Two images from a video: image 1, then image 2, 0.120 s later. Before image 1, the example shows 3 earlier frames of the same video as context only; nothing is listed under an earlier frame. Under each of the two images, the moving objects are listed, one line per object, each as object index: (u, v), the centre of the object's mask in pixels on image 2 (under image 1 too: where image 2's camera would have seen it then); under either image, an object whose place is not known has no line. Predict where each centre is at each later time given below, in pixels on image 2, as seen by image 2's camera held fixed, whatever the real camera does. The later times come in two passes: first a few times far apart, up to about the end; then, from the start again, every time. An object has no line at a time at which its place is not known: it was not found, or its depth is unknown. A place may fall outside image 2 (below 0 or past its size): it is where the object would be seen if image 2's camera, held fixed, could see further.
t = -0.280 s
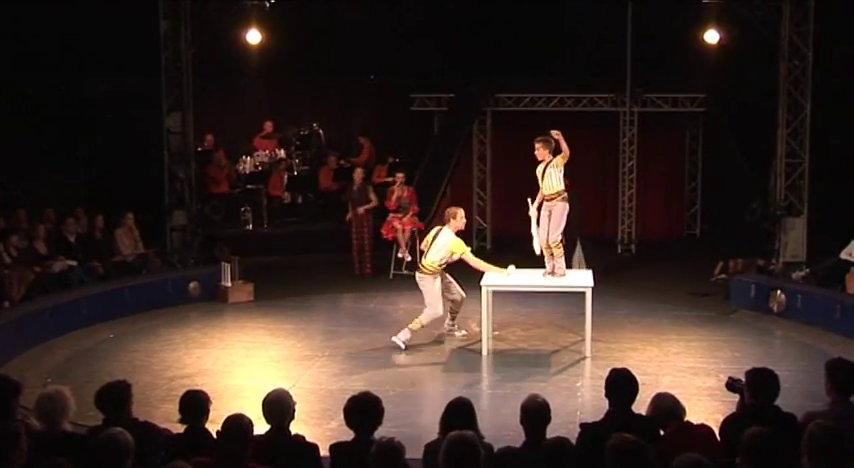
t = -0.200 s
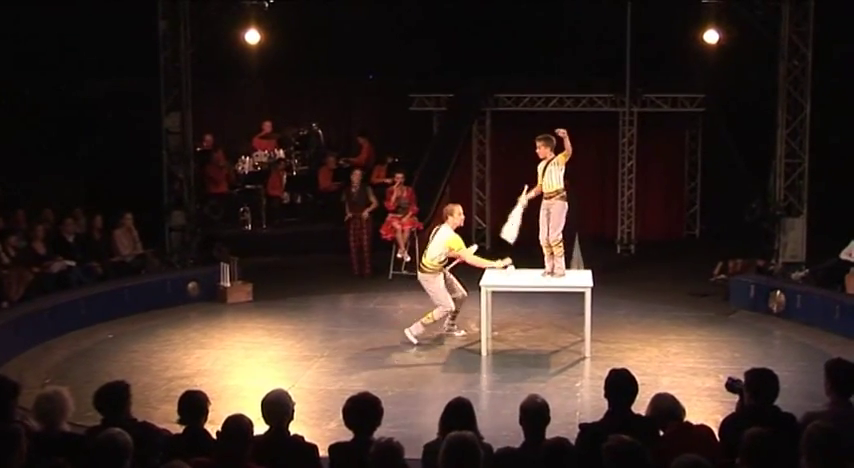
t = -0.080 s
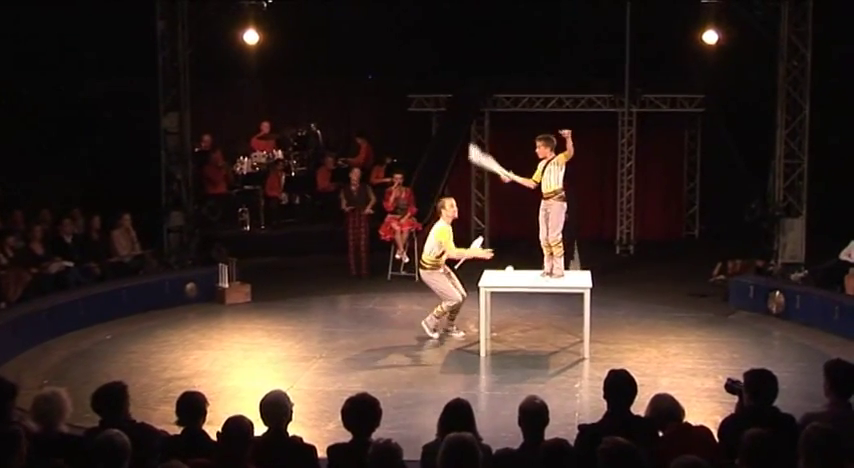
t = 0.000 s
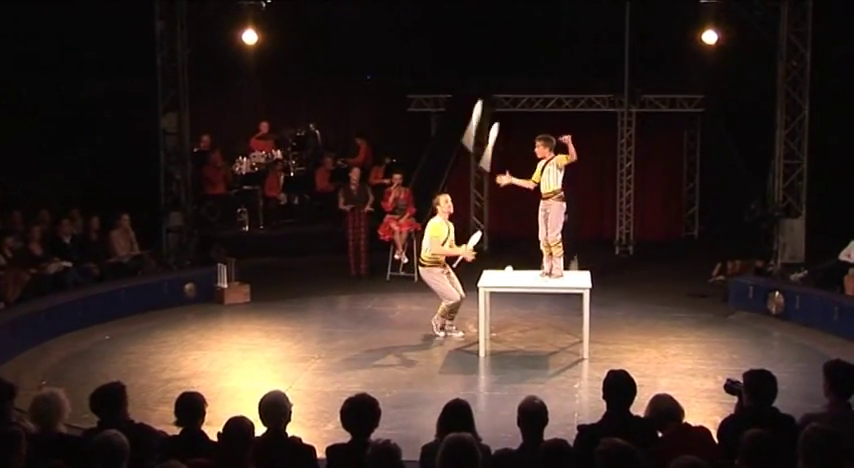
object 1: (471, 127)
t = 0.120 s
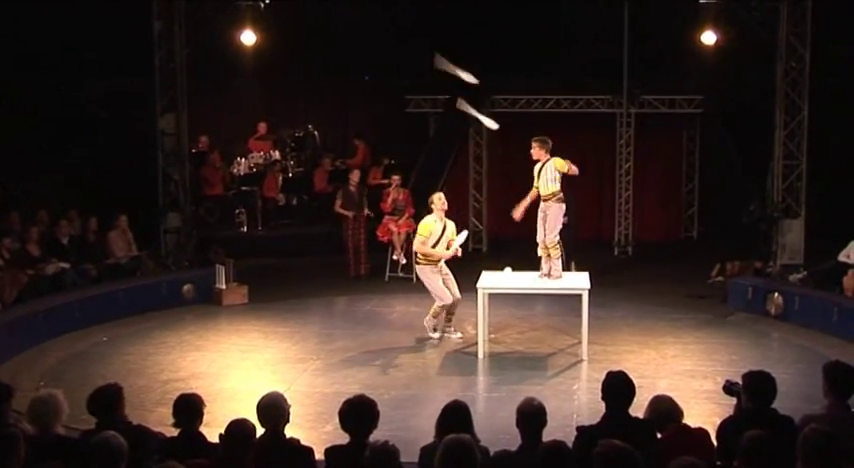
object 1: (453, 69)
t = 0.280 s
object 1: (438, 27)
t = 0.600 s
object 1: (408, 11)
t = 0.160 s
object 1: (453, 56)
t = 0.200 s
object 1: (449, 48)
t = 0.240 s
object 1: (443, 38)
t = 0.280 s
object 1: (438, 27)
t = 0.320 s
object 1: (434, 18)
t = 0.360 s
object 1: (433, 14)
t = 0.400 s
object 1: (428, 17)
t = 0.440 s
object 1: (418, 14)
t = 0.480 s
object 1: (410, 8)
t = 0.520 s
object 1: (411, 2)
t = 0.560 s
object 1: (411, 4)
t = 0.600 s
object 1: (408, 11)
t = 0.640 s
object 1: (400, 15)
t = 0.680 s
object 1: (395, 15)
